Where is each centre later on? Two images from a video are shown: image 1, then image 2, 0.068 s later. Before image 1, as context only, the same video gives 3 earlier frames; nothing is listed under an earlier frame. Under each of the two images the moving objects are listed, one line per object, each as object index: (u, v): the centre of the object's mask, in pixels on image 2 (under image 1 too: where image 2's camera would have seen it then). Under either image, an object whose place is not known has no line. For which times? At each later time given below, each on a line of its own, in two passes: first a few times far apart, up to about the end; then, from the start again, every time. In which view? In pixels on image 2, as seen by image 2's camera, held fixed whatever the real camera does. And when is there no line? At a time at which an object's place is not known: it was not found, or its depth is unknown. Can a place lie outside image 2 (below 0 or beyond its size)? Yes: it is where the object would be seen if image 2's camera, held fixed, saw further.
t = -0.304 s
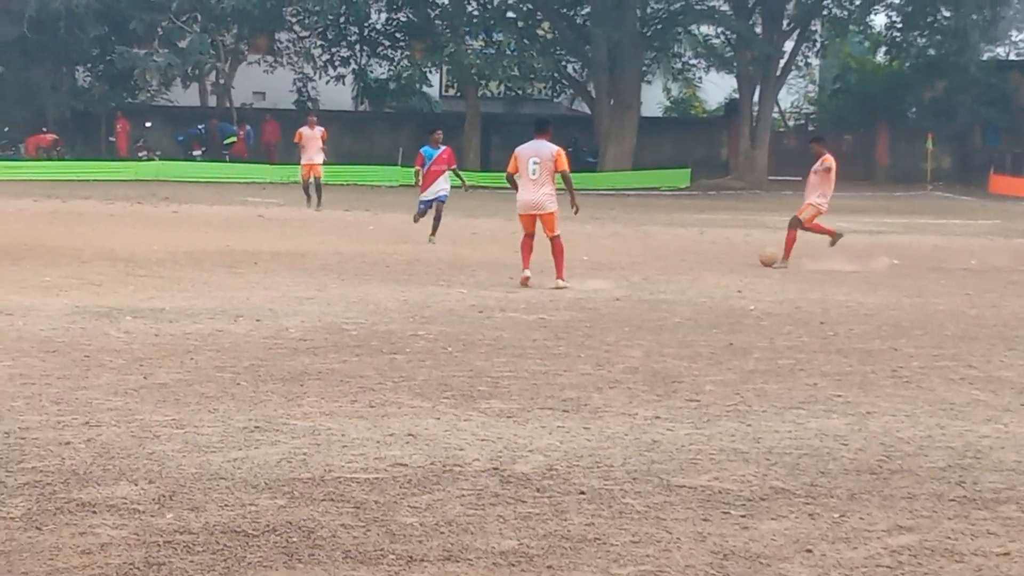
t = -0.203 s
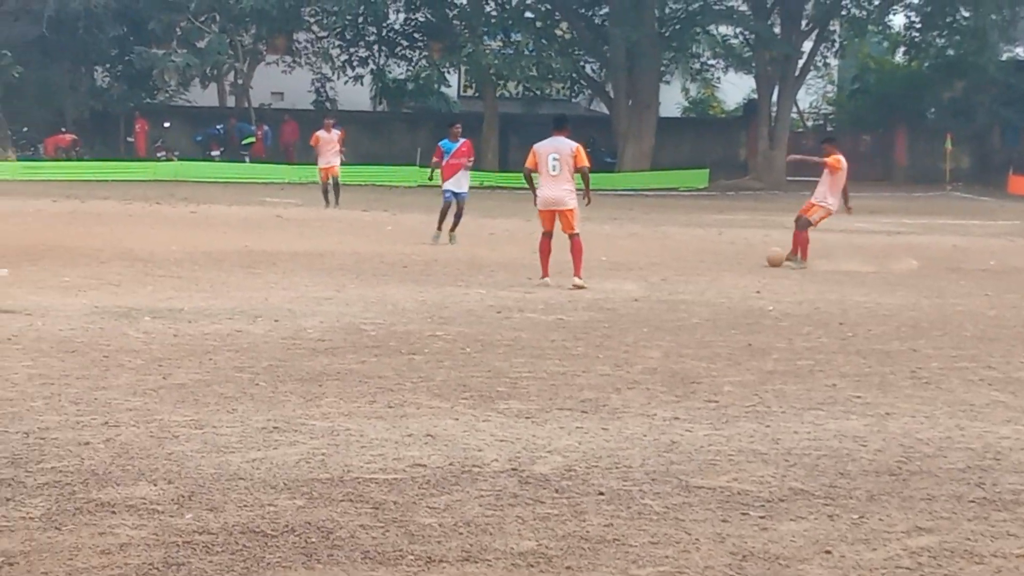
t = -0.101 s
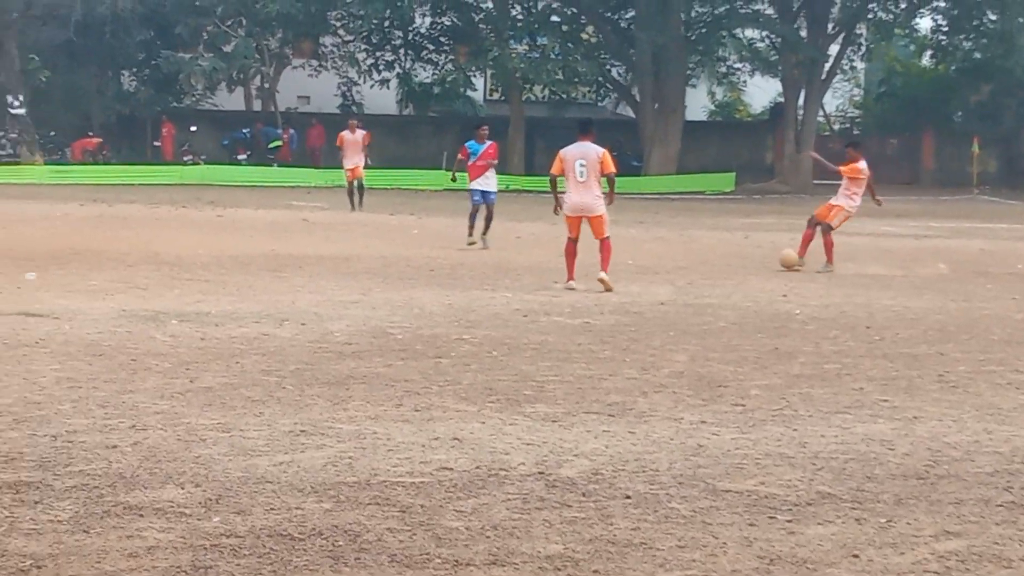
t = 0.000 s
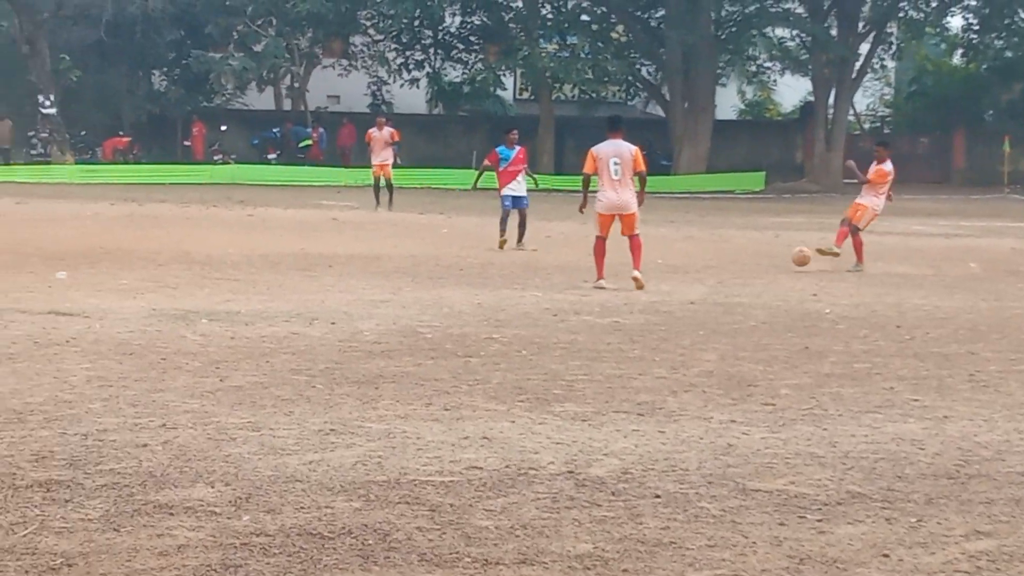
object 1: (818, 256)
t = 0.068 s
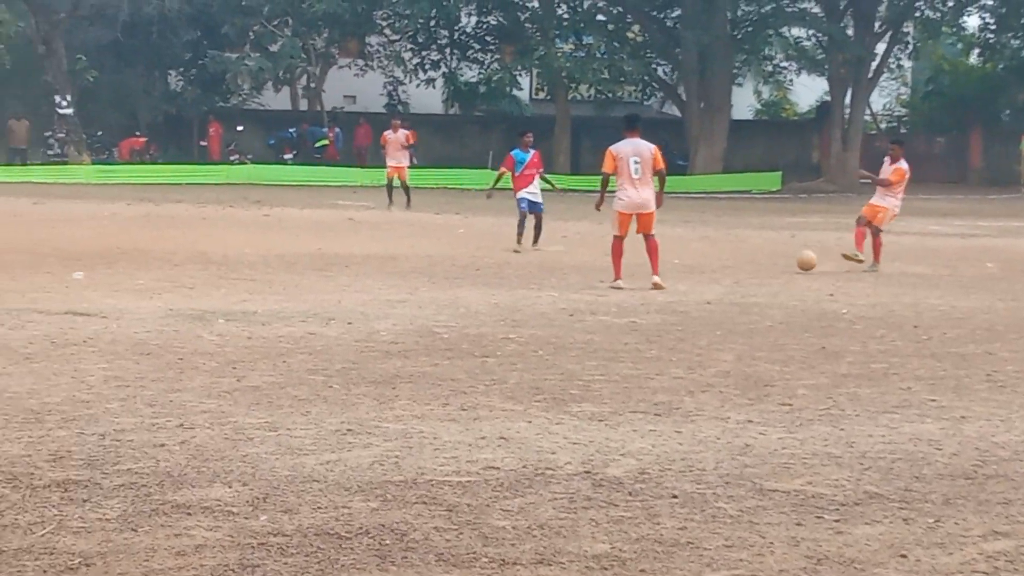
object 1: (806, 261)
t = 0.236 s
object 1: (778, 265)
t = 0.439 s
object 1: (748, 268)
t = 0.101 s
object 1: (800, 263)
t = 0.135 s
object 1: (795, 263)
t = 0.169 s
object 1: (789, 264)
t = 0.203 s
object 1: (783, 265)
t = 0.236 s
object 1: (778, 265)
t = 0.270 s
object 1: (773, 265)
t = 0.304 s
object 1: (767, 266)
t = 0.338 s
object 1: (763, 266)
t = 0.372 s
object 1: (758, 266)
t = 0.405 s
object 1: (753, 267)
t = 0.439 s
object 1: (748, 268)
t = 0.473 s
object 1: (743, 268)
